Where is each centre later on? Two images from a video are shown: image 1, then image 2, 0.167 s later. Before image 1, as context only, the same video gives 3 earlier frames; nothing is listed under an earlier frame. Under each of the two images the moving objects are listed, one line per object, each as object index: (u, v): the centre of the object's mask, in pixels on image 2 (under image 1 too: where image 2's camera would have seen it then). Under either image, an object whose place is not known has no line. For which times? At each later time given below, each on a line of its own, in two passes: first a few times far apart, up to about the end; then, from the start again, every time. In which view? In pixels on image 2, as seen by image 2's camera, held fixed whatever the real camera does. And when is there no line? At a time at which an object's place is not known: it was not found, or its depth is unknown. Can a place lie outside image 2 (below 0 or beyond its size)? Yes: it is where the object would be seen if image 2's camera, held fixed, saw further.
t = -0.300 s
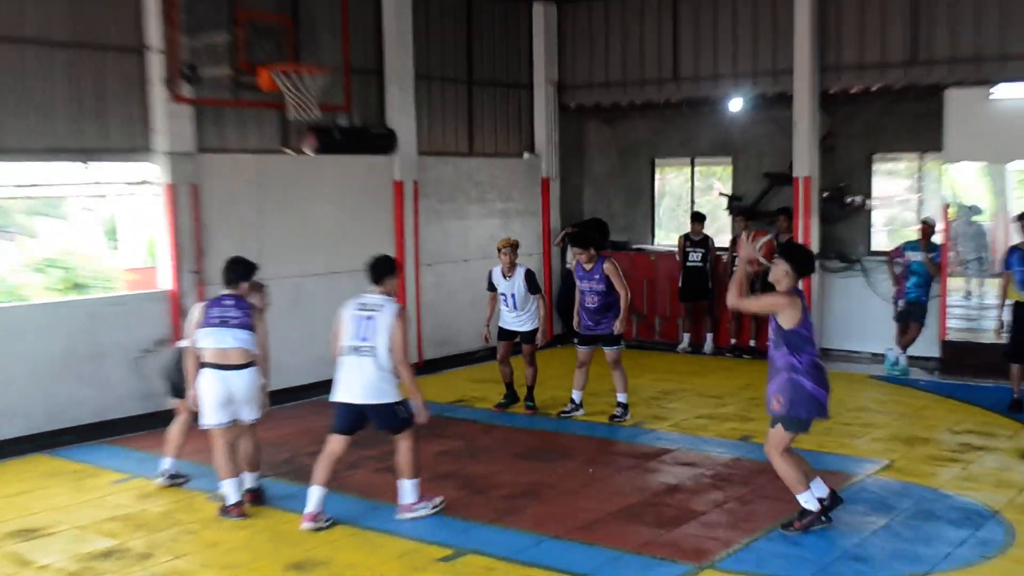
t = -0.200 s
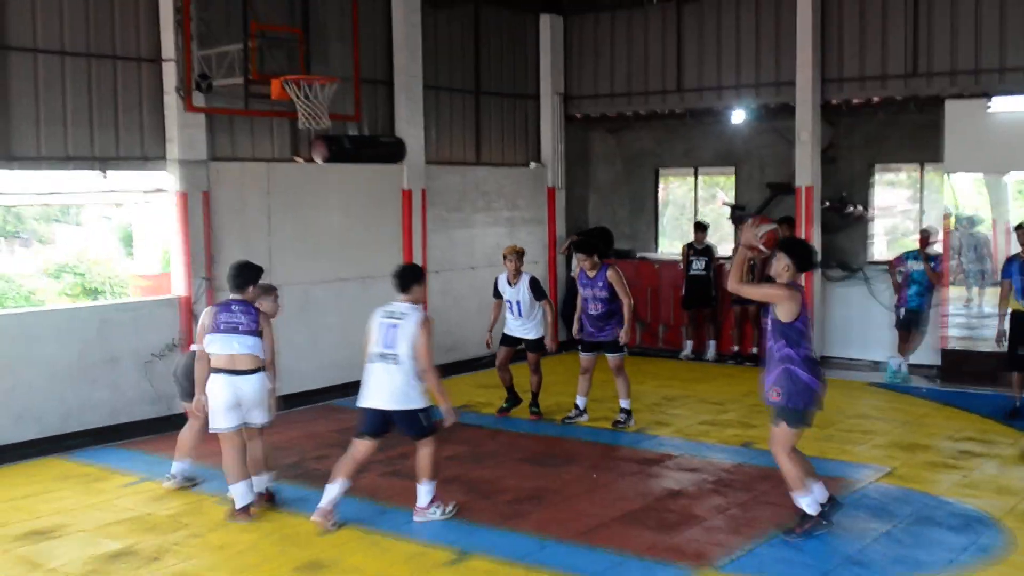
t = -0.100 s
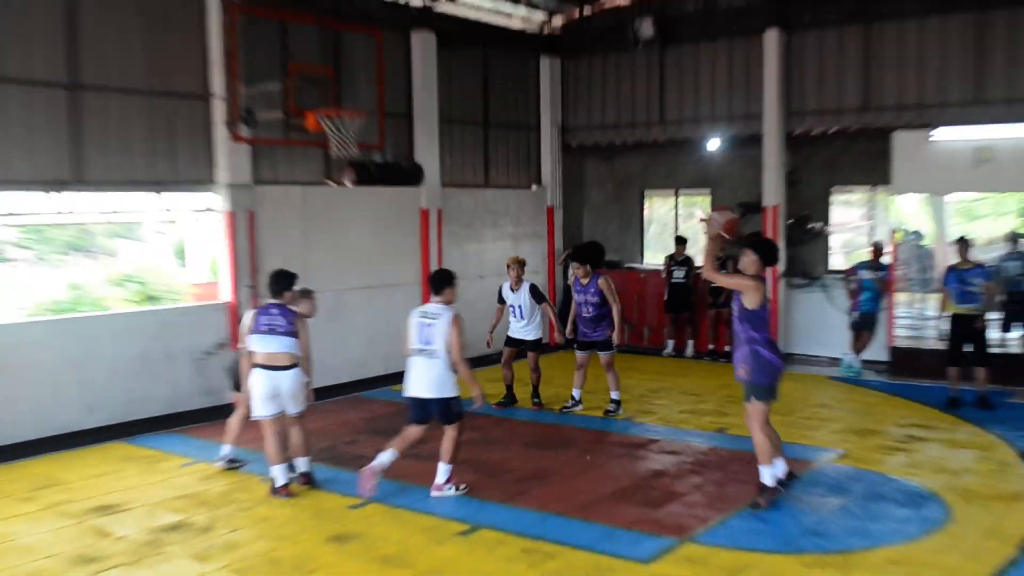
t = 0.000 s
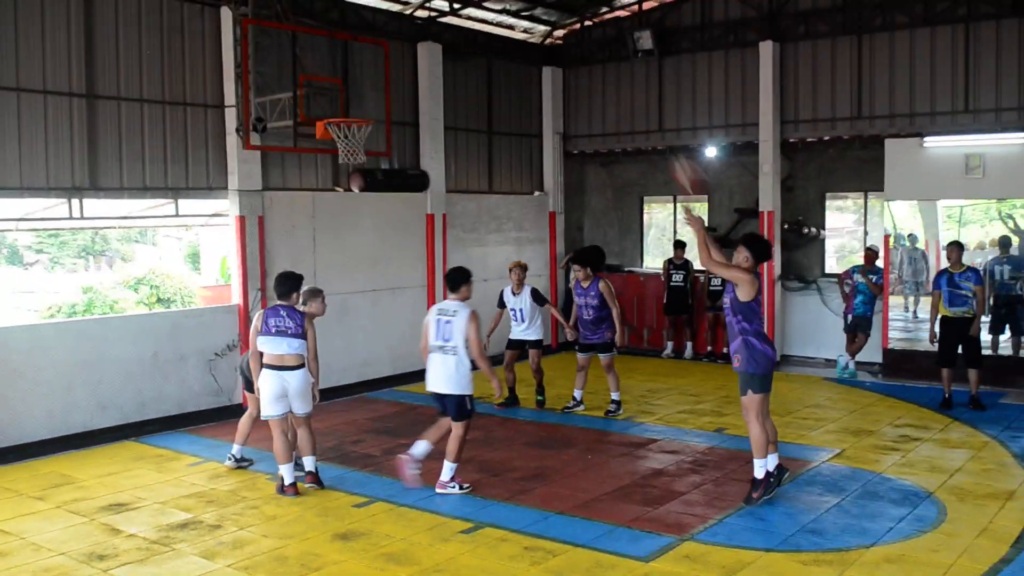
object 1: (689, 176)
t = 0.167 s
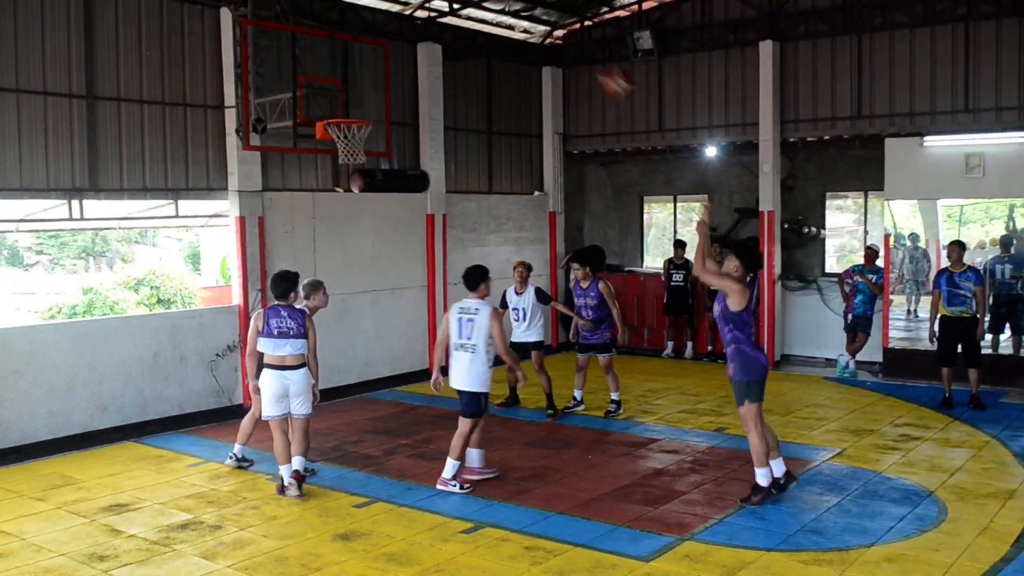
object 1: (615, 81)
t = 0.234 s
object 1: (588, 58)
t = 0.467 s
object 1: (501, 16)
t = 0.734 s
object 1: (412, 44)
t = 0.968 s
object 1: (357, 108)
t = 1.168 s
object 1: (356, 98)
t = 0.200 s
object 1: (601, 69)
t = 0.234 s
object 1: (588, 58)
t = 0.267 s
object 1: (575, 48)
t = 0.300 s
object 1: (562, 39)
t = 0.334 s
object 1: (550, 32)
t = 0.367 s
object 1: (538, 25)
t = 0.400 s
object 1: (525, 20)
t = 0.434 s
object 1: (512, 16)
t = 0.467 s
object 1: (501, 16)
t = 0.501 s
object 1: (488, 15)
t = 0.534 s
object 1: (476, 15)
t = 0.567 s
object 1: (465, 18)
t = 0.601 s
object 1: (454, 22)
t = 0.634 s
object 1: (442, 26)
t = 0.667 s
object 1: (432, 31)
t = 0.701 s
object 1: (422, 37)
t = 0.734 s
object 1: (412, 44)
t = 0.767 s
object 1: (401, 53)
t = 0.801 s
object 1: (391, 63)
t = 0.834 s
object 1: (381, 73)
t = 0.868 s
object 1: (373, 86)
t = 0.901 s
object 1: (365, 98)
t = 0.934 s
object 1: (357, 110)
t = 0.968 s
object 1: (357, 108)
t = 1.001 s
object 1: (356, 103)
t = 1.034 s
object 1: (357, 100)
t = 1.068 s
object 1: (356, 97)
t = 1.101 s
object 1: (356, 97)
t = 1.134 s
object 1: (356, 97)
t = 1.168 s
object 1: (356, 98)
